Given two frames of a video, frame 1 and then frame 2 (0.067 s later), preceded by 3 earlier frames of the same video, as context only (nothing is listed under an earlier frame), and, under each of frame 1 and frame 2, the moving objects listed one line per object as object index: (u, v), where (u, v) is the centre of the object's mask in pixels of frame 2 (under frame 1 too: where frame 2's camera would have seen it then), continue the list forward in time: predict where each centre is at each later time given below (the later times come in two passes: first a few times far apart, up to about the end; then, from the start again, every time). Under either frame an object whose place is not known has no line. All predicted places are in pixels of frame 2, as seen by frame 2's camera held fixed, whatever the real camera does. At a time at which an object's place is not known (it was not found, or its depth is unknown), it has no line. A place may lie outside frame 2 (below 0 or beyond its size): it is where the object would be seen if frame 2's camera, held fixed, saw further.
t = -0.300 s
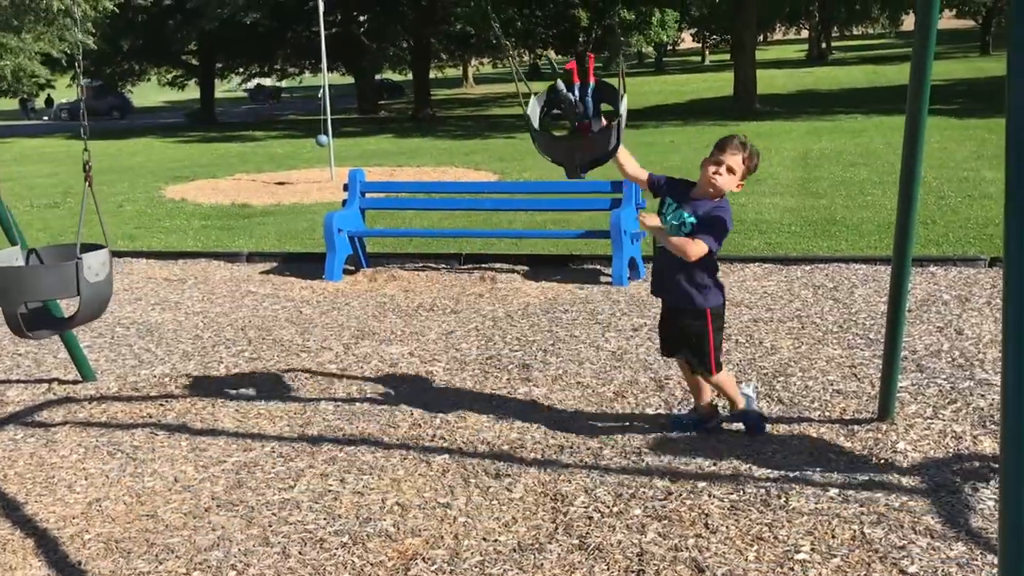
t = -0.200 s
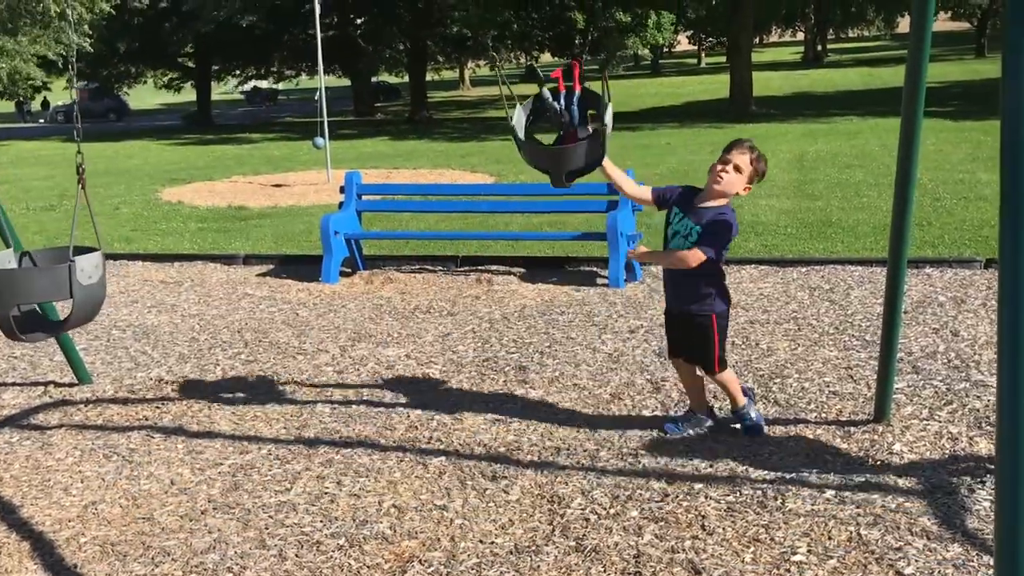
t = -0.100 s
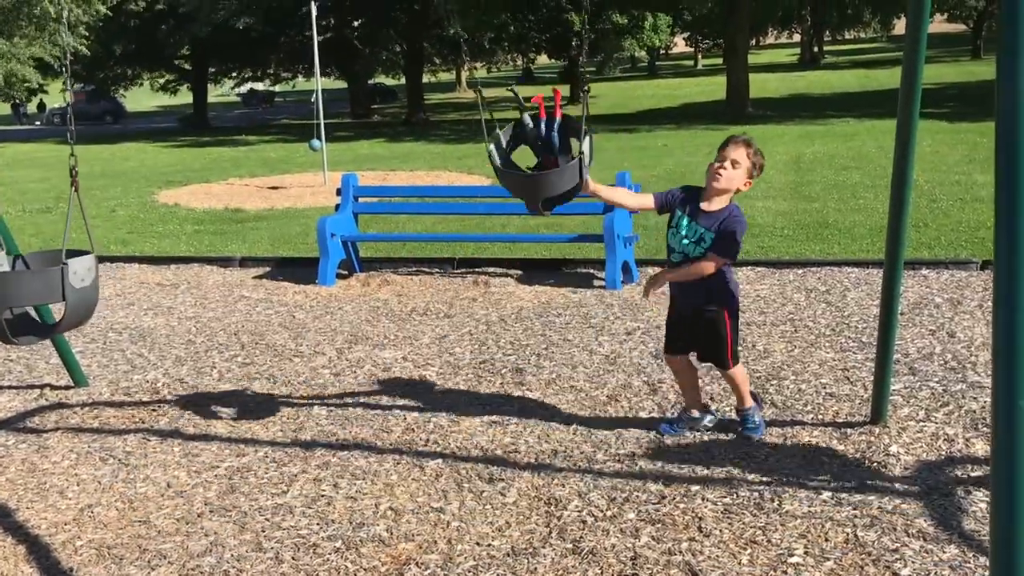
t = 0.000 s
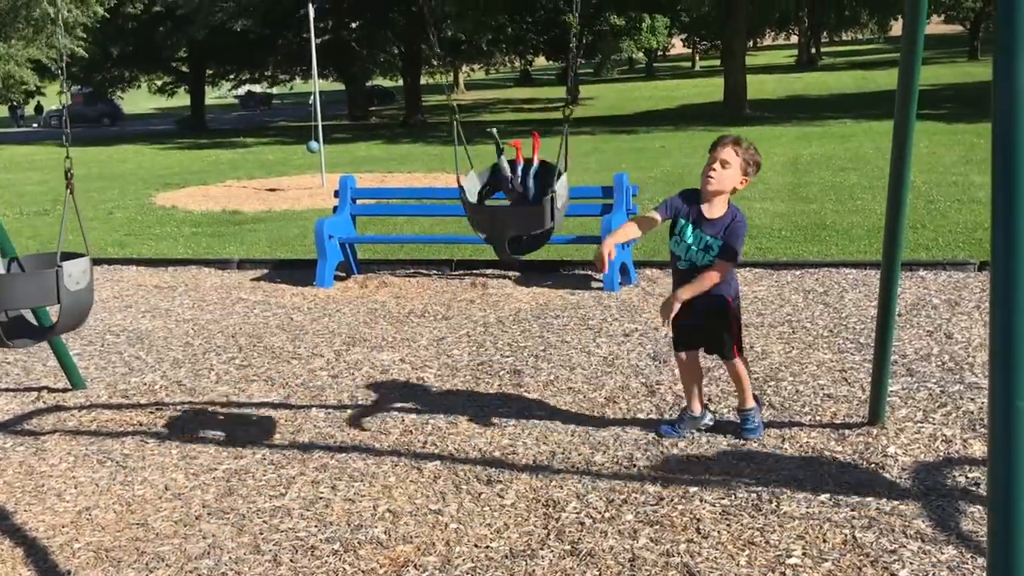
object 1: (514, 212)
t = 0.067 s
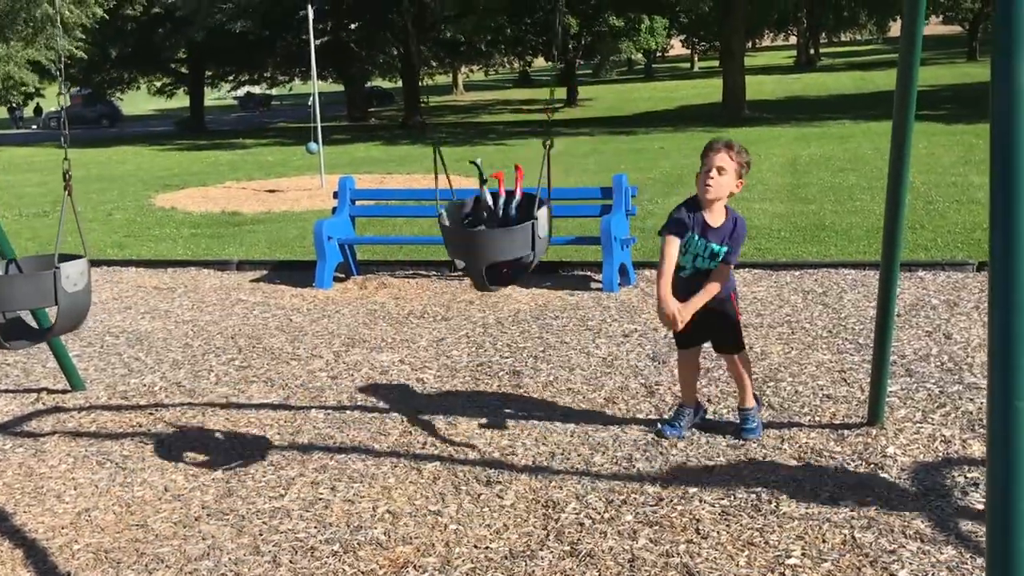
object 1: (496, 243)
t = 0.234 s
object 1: (436, 309)
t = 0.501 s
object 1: (321, 321)
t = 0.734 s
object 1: (255, 241)
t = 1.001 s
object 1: (300, 234)
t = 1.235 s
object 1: (409, 318)
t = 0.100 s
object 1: (486, 252)
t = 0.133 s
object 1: (475, 271)
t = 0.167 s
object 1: (463, 283)
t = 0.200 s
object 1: (450, 296)
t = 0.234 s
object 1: (436, 309)
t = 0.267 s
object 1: (422, 318)
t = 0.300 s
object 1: (408, 327)
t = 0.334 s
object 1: (394, 333)
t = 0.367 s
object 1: (379, 332)
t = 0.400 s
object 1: (364, 334)
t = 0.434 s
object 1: (349, 332)
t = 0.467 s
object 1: (335, 329)
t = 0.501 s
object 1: (321, 321)
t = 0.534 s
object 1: (307, 311)
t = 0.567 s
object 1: (294, 300)
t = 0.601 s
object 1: (283, 288)
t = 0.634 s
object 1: (273, 276)
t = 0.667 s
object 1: (265, 263)
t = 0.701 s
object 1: (259, 252)
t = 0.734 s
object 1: (255, 241)
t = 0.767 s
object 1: (253, 232)
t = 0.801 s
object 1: (254, 225)
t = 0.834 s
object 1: (257, 220)
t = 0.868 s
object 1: (262, 217)
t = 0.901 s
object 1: (269, 218)
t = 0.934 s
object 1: (278, 221)
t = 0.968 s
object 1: (288, 226)
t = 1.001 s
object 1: (300, 234)
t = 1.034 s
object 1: (314, 243)
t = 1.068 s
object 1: (329, 254)
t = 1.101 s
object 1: (344, 267)
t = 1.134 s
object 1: (361, 280)
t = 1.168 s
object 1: (377, 293)
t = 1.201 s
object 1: (393, 306)
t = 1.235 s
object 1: (409, 318)
